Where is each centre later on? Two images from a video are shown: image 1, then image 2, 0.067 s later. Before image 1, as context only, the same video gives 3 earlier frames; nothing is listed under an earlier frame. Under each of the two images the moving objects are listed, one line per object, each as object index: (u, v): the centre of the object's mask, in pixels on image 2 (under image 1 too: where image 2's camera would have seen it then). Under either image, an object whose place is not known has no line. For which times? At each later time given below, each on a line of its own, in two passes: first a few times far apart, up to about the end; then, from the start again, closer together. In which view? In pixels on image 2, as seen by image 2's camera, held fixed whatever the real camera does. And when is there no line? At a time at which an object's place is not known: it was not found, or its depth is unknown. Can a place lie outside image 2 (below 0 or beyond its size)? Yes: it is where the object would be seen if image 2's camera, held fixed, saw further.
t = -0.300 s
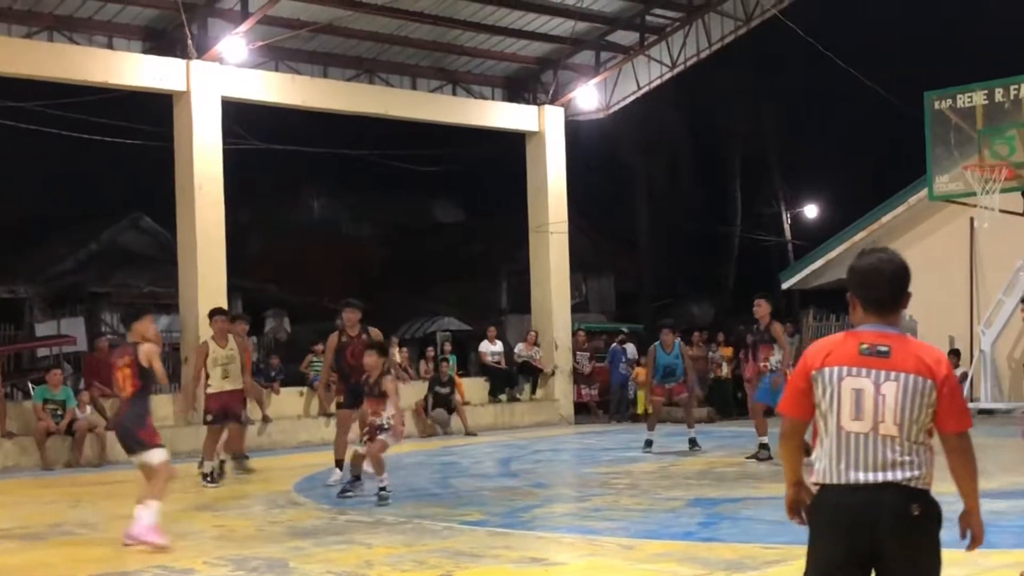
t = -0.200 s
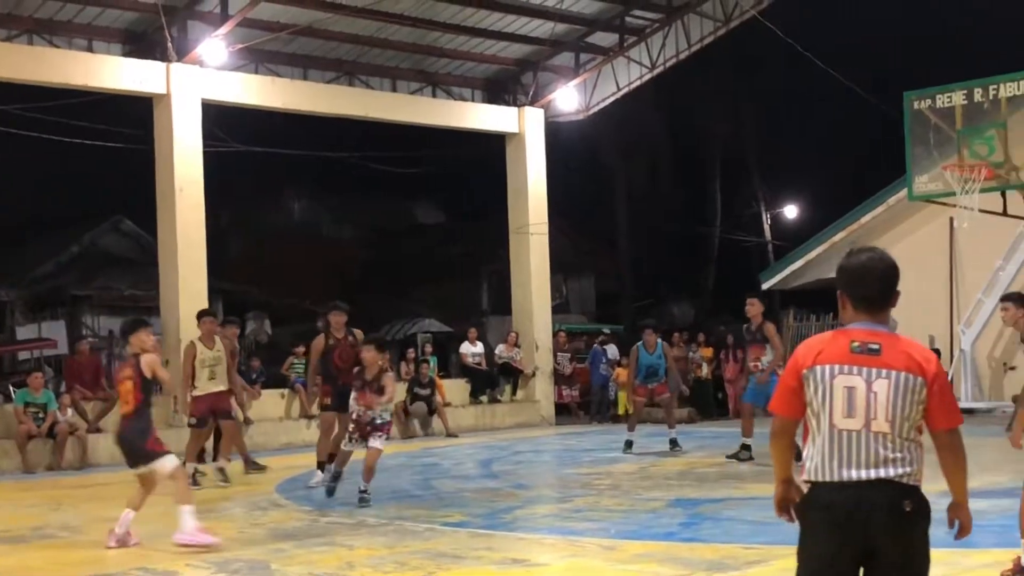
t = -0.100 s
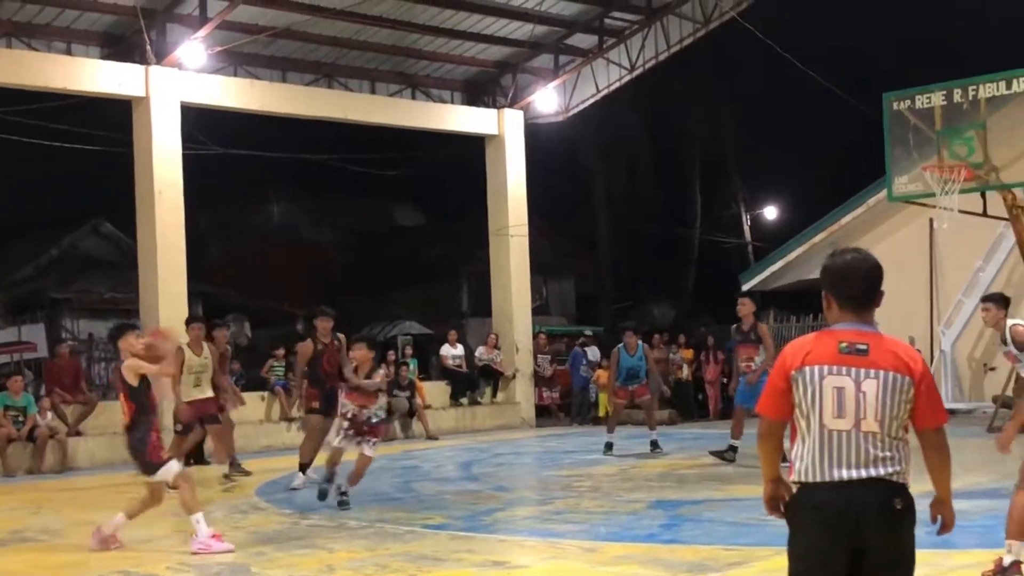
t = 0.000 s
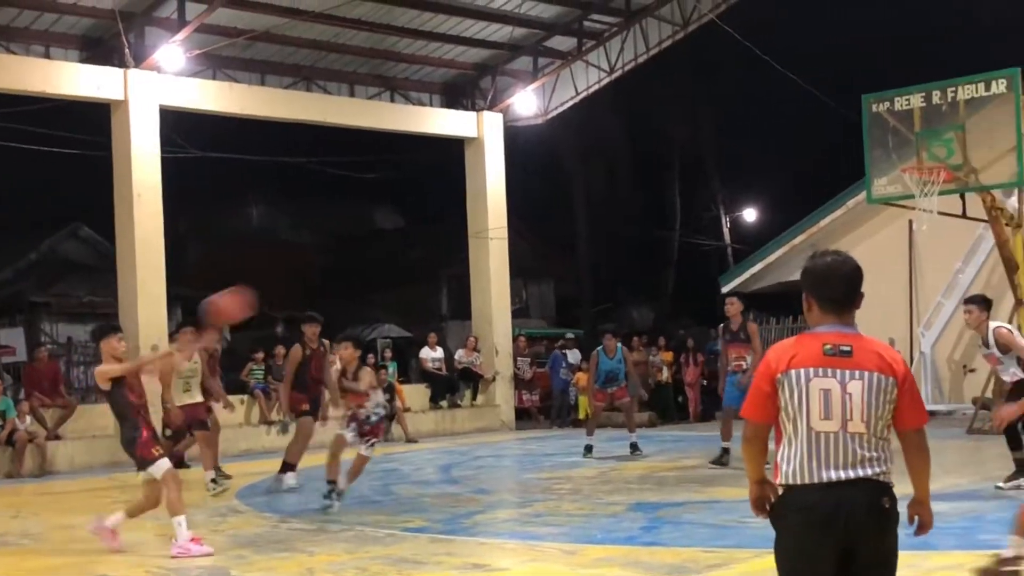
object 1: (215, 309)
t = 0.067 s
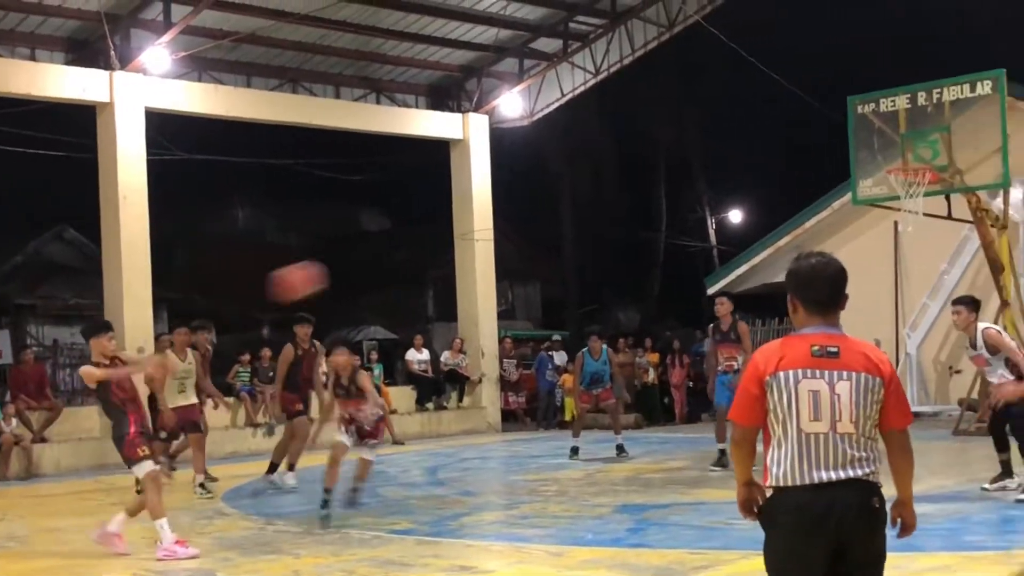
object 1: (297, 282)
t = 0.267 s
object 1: (572, 235)
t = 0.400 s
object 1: (783, 234)
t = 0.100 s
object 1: (341, 270)
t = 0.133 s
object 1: (385, 260)
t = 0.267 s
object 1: (572, 235)
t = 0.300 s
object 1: (623, 233)
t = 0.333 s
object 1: (674, 232)
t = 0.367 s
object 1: (730, 233)
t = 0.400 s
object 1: (783, 234)
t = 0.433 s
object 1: (850, 243)
